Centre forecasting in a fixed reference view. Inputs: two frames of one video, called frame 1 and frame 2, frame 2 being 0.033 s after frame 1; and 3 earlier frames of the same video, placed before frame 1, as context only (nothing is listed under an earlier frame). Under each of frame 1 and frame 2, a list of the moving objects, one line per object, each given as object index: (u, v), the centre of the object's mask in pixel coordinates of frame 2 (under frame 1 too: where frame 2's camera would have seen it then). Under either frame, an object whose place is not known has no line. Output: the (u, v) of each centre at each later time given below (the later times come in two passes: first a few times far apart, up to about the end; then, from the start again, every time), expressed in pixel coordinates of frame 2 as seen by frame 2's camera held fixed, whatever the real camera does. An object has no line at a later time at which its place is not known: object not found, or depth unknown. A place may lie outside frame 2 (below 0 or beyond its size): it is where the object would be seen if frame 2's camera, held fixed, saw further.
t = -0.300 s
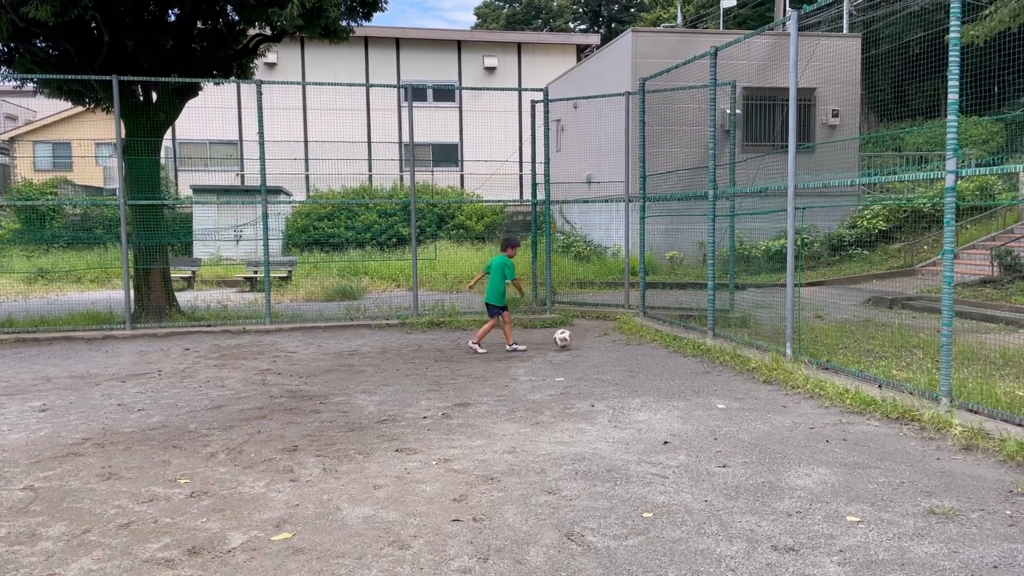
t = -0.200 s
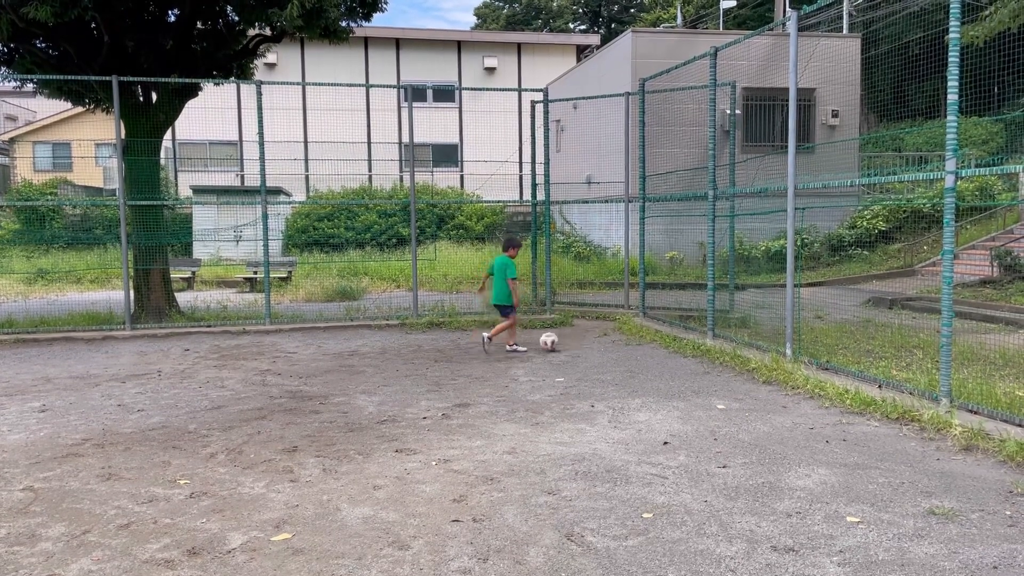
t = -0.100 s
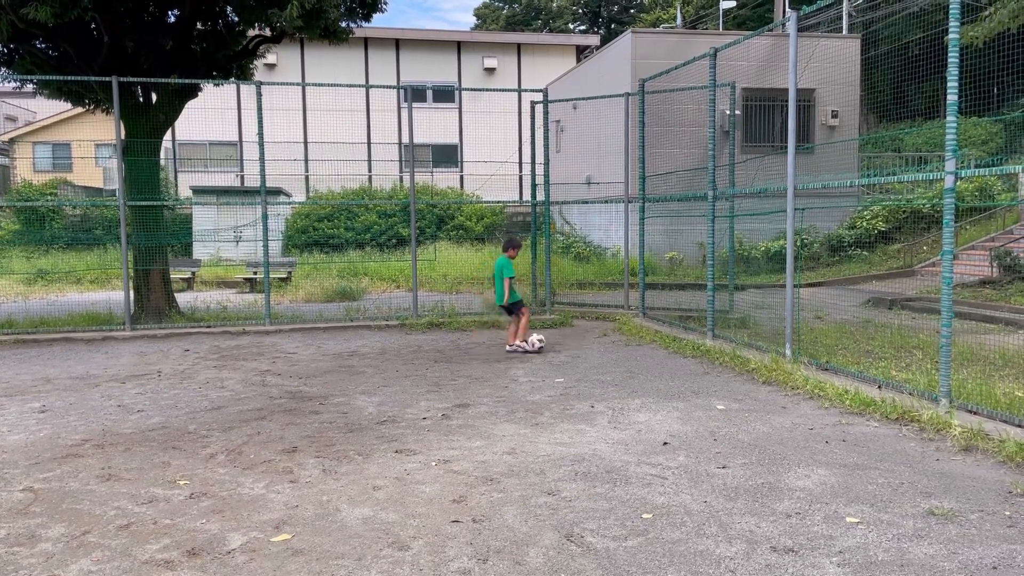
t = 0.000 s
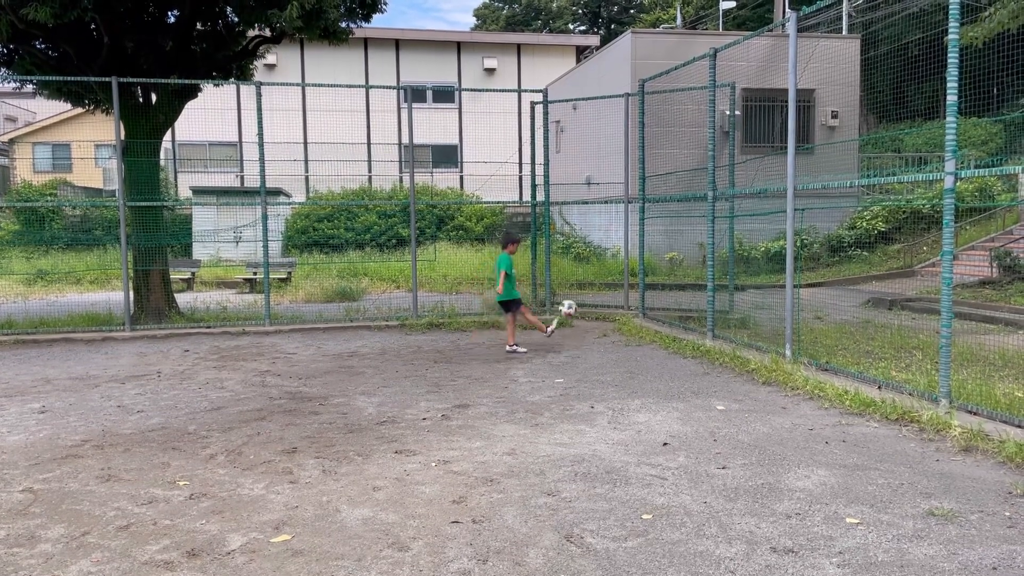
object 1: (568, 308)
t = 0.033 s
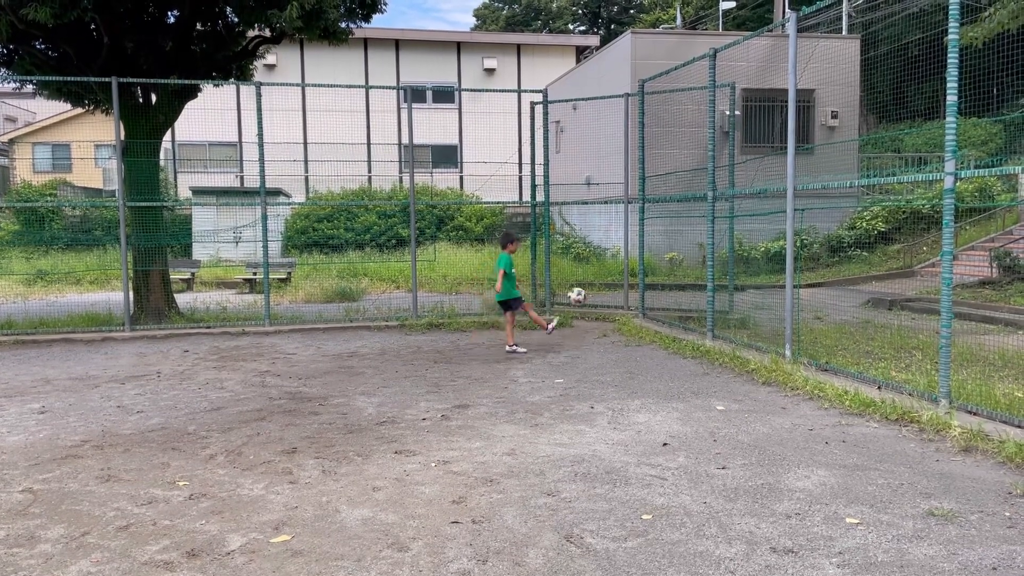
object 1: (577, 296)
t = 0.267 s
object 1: (638, 236)
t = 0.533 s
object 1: (679, 226)
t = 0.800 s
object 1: (642, 273)
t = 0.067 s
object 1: (586, 284)
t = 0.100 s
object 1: (595, 273)
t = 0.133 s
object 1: (603, 264)
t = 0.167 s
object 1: (613, 255)
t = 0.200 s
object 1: (621, 248)
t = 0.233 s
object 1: (629, 242)
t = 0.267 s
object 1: (638, 236)
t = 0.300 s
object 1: (646, 231)
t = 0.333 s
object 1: (654, 228)
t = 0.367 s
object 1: (662, 225)
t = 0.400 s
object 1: (671, 224)
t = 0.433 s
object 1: (679, 223)
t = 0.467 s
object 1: (684, 223)
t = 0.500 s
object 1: (683, 224)
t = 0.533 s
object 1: (679, 226)
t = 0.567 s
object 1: (674, 228)
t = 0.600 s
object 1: (669, 232)
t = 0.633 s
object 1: (665, 237)
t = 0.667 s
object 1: (660, 242)
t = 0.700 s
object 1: (657, 248)
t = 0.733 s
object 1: (651, 255)
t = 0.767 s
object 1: (646, 263)
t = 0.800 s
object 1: (642, 273)
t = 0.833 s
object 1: (638, 283)
